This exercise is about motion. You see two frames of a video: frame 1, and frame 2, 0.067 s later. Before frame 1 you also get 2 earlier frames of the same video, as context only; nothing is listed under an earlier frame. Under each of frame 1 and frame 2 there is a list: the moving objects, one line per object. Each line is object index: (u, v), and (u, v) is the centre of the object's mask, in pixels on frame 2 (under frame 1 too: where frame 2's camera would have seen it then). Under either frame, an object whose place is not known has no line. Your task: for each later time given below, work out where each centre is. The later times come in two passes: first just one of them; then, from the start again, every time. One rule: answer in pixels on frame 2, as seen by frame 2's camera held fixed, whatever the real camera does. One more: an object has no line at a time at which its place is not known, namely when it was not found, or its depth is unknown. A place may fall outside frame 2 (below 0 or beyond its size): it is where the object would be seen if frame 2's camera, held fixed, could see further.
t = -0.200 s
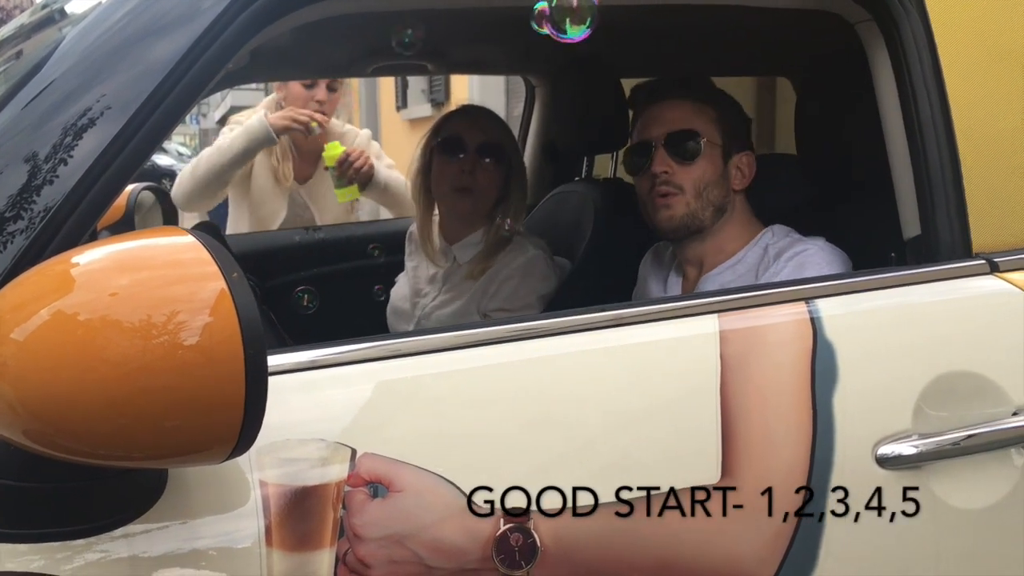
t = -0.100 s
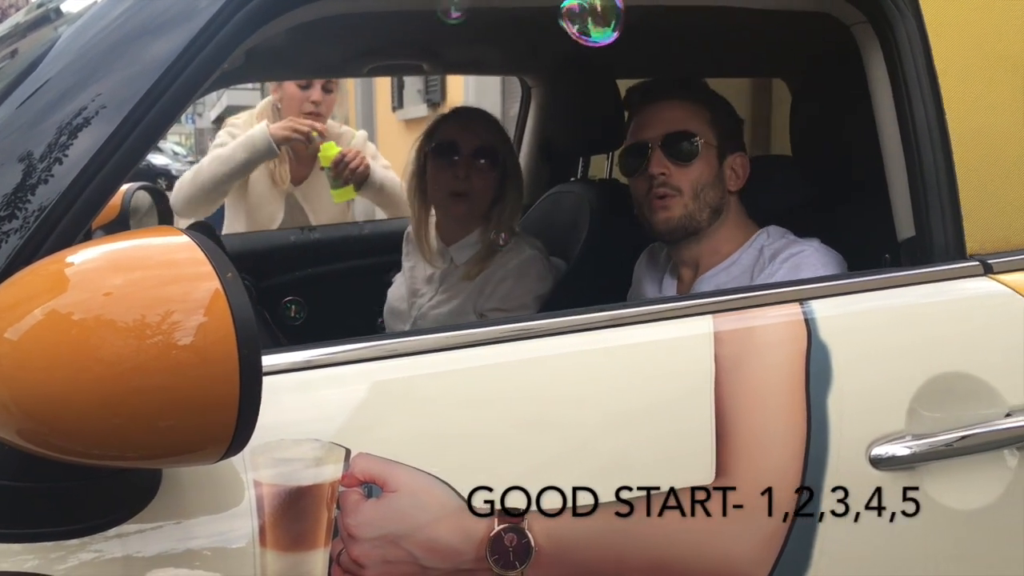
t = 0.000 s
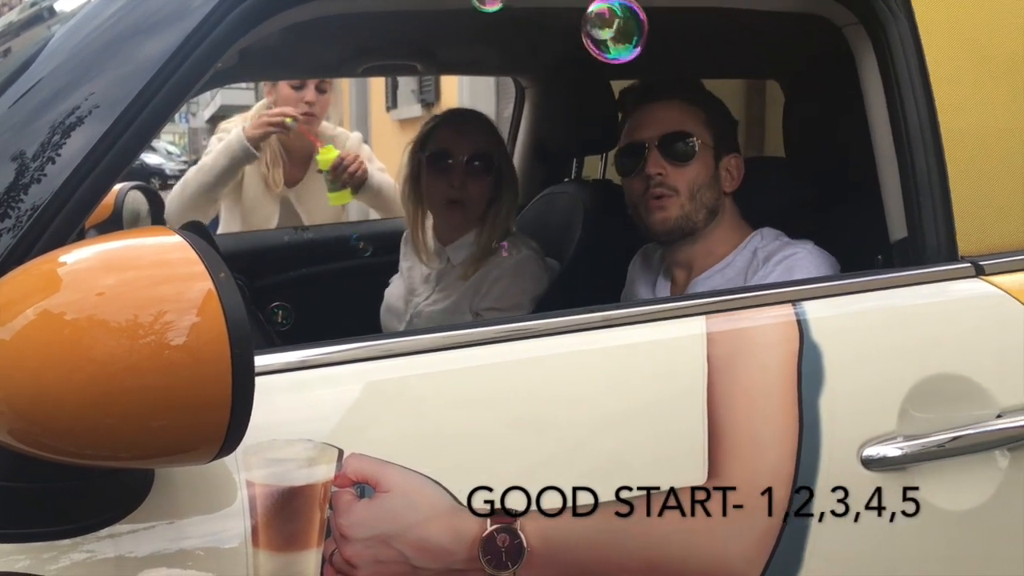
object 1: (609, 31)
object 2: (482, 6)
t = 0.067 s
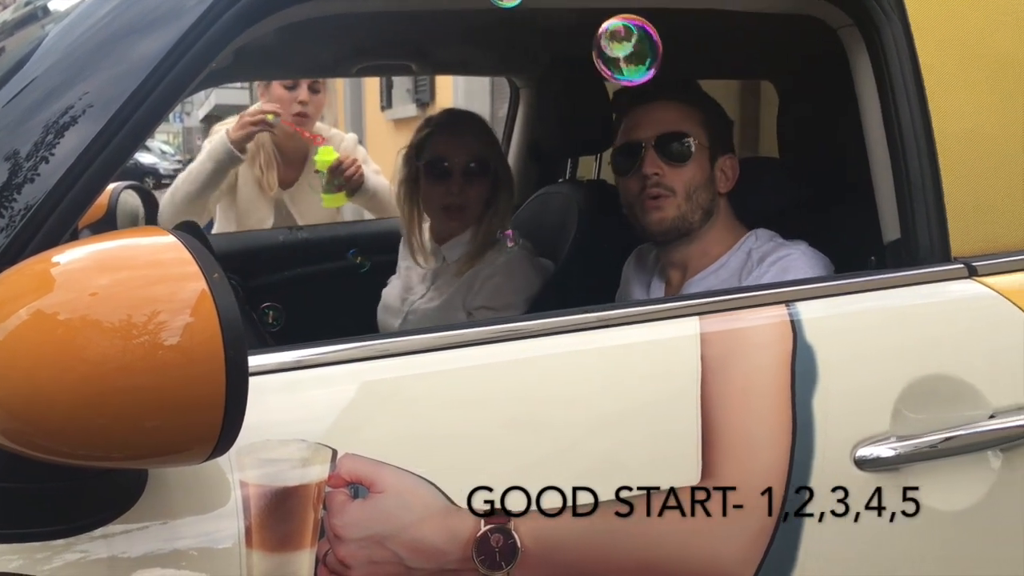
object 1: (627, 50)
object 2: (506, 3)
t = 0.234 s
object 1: (696, 97)
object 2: (561, 10)
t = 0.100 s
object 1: (636, 61)
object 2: (518, 3)
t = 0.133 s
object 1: (647, 71)
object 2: (530, 4)
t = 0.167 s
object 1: (660, 79)
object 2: (542, 5)
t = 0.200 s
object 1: (676, 88)
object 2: (552, 7)
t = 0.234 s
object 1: (696, 97)
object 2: (561, 10)
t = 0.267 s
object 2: (568, 12)
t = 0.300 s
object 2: (573, 14)
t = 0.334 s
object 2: (578, 16)
